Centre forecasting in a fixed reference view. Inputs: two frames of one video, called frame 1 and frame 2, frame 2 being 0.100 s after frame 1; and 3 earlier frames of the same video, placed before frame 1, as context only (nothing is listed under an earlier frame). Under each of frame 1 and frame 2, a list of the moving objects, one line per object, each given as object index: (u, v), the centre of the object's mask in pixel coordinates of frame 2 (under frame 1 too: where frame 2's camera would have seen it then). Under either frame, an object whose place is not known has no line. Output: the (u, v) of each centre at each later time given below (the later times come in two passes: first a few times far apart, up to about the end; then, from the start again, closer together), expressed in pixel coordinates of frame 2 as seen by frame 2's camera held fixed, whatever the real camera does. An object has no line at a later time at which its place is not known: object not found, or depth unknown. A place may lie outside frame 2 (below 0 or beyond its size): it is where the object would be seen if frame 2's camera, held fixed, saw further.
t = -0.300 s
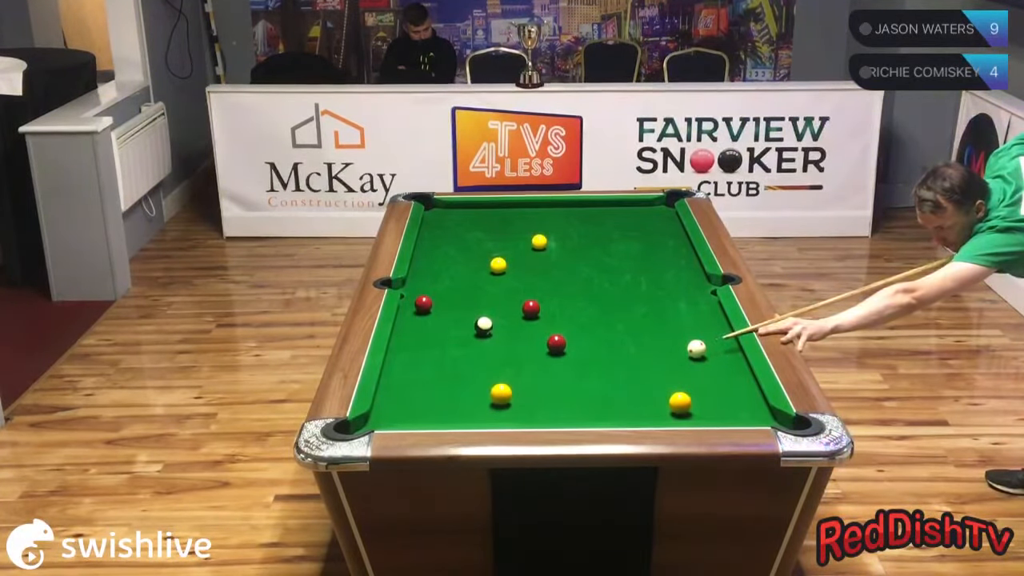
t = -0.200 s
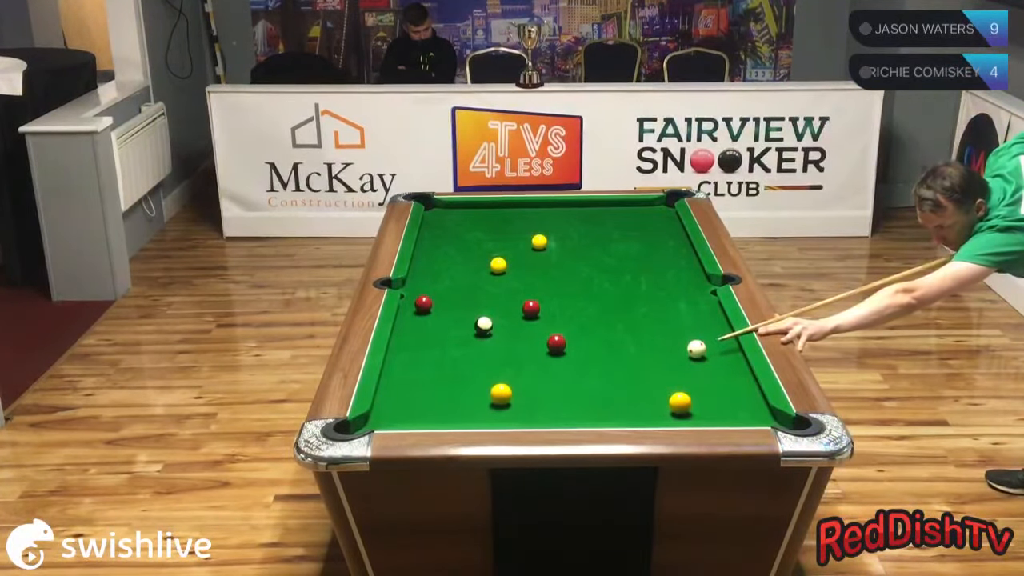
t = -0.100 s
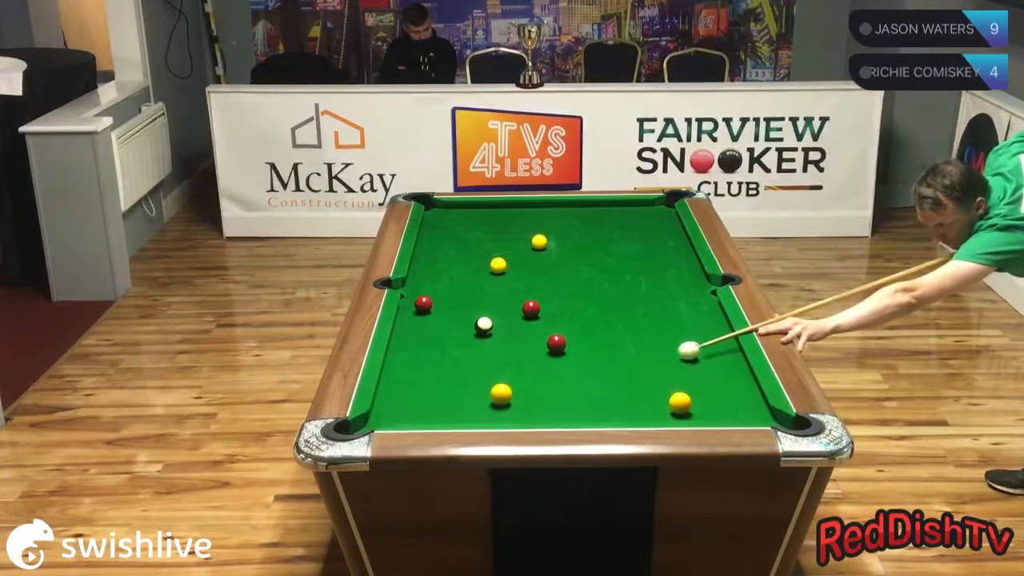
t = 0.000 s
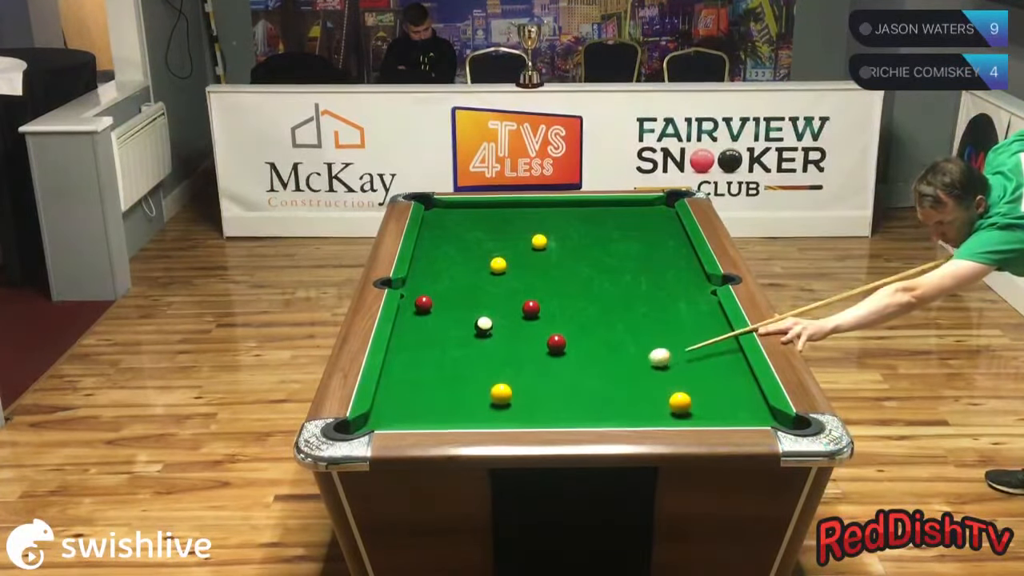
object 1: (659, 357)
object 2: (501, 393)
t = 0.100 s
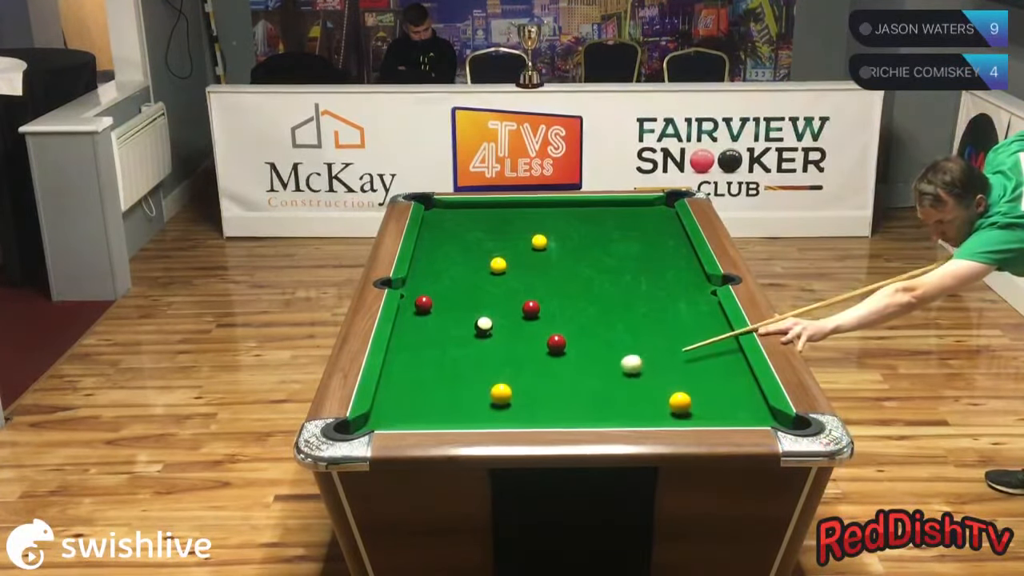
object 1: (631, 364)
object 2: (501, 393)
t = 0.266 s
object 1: (584, 376)
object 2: (501, 394)
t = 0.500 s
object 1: (520, 391)
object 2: (496, 394)
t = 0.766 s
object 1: (511, 394)
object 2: (446, 406)
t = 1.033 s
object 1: (502, 397)
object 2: (399, 414)
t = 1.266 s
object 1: (496, 399)
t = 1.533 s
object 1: (491, 400)
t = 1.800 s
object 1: (489, 401)
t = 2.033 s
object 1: (488, 401)
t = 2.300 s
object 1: (488, 401)
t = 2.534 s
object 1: (488, 401)
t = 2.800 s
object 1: (488, 401)
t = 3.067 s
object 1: (488, 401)
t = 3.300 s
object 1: (488, 401)
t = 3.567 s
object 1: (488, 401)
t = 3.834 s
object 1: (488, 401)
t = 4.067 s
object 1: (488, 401)
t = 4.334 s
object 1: (488, 401)
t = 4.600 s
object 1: (488, 401)
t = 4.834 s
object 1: (488, 401)
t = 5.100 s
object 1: (488, 402)
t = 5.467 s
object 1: (490, 400)
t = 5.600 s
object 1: (488, 401)
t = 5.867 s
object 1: (488, 401)
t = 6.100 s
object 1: (488, 401)
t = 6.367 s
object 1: (488, 401)
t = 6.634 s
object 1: (488, 401)
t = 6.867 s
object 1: (488, 401)
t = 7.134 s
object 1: (488, 401)
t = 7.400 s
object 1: (488, 401)
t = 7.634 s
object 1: (488, 401)
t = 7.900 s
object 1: (488, 401)
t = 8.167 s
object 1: (488, 401)
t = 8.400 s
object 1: (488, 401)
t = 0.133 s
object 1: (622, 367)
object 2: (501, 393)
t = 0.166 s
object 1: (613, 369)
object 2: (501, 393)
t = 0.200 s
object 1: (603, 371)
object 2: (501, 393)
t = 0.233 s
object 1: (593, 373)
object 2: (501, 393)
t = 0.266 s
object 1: (584, 376)
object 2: (501, 394)
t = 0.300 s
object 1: (574, 378)
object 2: (501, 393)
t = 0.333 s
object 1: (564, 380)
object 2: (501, 393)
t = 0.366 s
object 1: (554, 383)
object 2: (501, 393)
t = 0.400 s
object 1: (544, 385)
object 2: (501, 393)
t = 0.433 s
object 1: (534, 387)
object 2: (501, 393)
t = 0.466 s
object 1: (524, 390)
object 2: (501, 394)
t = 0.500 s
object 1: (520, 391)
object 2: (496, 394)
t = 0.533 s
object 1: (520, 391)
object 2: (489, 396)
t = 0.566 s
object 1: (519, 392)
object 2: (481, 398)
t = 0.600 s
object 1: (517, 392)
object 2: (475, 399)
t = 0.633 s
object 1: (516, 393)
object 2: (469, 400)
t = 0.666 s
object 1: (515, 393)
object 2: (463, 401)
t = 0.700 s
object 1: (513, 393)
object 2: (457, 403)
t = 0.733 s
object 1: (512, 394)
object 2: (452, 404)
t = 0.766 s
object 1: (511, 394)
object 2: (446, 406)
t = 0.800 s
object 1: (509, 395)
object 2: (440, 407)
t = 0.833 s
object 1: (508, 395)
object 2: (434, 408)
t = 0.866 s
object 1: (507, 395)
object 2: (428, 409)
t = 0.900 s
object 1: (506, 396)
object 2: (422, 411)
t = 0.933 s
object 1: (505, 396)
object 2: (416, 412)
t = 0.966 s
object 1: (504, 396)
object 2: (410, 413)
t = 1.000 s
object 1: (503, 397)
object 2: (405, 413)
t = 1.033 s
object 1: (502, 397)
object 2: (399, 414)
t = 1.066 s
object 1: (501, 397)
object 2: (393, 415)
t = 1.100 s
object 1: (501, 397)
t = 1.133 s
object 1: (499, 398)
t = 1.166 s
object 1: (499, 398)
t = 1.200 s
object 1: (498, 398)
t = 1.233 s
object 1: (497, 399)
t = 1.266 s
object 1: (496, 399)
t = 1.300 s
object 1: (496, 399)
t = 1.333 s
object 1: (495, 399)
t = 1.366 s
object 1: (494, 399)
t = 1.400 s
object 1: (494, 400)
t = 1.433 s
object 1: (493, 400)
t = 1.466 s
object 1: (493, 400)
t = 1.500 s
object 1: (492, 400)
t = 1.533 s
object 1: (491, 400)
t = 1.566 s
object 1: (491, 400)
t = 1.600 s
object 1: (491, 400)
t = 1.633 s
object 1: (490, 401)
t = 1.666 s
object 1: (490, 401)
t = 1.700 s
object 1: (489, 401)
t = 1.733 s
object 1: (489, 401)
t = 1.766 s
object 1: (489, 401)
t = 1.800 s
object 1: (489, 401)
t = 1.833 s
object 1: (488, 401)
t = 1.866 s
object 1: (488, 401)
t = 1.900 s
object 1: (488, 401)
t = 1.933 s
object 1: (488, 401)
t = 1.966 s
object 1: (488, 401)
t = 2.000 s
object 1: (488, 401)
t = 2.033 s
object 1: (488, 401)
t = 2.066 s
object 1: (488, 401)
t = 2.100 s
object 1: (488, 401)
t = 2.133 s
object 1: (488, 401)
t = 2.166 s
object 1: (488, 401)
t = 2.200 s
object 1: (488, 401)
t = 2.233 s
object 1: (488, 401)
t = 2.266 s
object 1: (488, 401)
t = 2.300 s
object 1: (488, 401)
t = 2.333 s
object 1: (488, 401)
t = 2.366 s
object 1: (488, 401)
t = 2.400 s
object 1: (488, 401)
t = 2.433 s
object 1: (488, 401)
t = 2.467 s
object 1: (488, 401)
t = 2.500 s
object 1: (488, 401)
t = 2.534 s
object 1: (488, 401)
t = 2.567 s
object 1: (488, 401)
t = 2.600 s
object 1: (488, 401)
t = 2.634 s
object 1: (488, 401)
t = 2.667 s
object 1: (488, 401)
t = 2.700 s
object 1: (488, 401)
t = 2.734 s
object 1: (488, 401)
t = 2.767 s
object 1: (488, 401)
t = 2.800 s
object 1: (488, 401)
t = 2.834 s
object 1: (488, 401)
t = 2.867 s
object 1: (488, 401)
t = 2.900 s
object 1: (488, 401)
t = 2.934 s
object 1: (488, 401)
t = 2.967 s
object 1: (488, 401)
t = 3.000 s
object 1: (488, 401)
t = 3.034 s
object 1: (488, 401)
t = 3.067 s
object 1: (488, 401)
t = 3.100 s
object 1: (488, 401)
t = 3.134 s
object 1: (488, 401)
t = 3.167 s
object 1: (488, 401)
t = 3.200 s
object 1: (488, 401)
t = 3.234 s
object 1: (488, 401)
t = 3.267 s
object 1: (488, 401)
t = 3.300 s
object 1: (488, 401)
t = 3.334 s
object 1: (488, 401)
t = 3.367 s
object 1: (488, 401)
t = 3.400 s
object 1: (488, 401)
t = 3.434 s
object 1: (488, 401)
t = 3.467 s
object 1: (488, 401)
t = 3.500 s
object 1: (488, 401)
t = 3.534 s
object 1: (488, 401)
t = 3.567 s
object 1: (488, 401)
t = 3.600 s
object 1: (488, 401)
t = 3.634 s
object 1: (488, 401)
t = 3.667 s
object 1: (488, 401)
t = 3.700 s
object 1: (488, 401)
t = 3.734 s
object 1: (488, 401)
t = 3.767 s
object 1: (488, 401)
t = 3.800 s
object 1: (488, 401)
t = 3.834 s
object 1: (488, 401)
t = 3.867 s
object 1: (488, 401)
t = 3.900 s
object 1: (488, 401)
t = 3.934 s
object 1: (488, 401)
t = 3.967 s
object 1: (488, 401)
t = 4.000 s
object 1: (488, 401)
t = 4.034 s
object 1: (488, 401)
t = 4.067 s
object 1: (488, 401)
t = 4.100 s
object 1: (488, 401)
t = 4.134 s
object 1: (488, 401)
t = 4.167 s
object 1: (488, 401)
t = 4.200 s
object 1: (488, 401)
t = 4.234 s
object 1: (488, 401)
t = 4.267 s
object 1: (488, 401)
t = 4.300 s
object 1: (488, 401)
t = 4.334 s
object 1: (488, 401)
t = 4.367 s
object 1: (488, 401)
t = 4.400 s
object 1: (488, 401)
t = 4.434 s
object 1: (488, 401)
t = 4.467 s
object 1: (488, 401)
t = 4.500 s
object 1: (488, 401)
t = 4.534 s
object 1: (488, 401)
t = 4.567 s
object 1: (488, 401)
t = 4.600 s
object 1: (488, 401)
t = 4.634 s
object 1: (488, 401)
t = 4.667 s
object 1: (488, 401)
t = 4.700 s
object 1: (488, 401)
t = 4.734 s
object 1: (488, 401)
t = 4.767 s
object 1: (488, 401)
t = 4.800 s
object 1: (488, 401)
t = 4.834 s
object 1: (488, 401)
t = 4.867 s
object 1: (488, 401)
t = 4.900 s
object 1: (488, 401)
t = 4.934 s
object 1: (488, 401)
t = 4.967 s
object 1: (488, 401)
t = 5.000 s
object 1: (488, 401)
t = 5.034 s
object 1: (488, 401)
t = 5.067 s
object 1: (488, 401)
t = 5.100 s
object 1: (488, 402)
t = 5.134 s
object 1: (485, 397)
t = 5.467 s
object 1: (490, 400)
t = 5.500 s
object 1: (488, 401)
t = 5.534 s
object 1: (488, 401)
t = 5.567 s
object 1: (488, 401)
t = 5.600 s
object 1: (488, 401)
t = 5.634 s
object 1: (488, 401)
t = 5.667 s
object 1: (488, 401)
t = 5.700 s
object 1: (488, 401)
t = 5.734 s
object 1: (488, 401)
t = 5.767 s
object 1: (488, 401)
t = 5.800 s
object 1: (488, 401)
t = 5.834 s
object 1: (488, 401)
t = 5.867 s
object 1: (488, 401)
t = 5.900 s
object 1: (488, 401)
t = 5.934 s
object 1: (488, 401)
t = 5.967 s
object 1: (488, 401)
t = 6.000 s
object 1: (488, 401)
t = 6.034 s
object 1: (488, 401)
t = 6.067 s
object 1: (488, 401)
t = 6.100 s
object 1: (488, 401)
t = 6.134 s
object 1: (488, 401)
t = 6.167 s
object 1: (488, 401)
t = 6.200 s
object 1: (488, 401)
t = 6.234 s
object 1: (488, 401)
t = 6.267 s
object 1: (488, 401)
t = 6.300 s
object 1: (488, 401)
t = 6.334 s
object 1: (488, 401)
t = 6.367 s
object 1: (488, 401)
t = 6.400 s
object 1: (488, 401)
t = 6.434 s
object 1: (488, 402)
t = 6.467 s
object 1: (488, 402)
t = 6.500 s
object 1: (488, 401)
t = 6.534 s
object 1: (488, 401)
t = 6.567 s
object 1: (488, 401)
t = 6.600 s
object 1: (488, 401)
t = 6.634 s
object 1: (488, 401)
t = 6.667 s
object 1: (488, 402)
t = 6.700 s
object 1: (488, 402)
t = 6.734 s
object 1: (488, 401)
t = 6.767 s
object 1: (488, 401)
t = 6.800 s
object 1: (488, 401)
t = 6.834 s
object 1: (488, 401)
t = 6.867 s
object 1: (488, 401)
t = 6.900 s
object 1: (488, 402)
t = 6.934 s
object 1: (488, 402)
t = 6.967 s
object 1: (488, 401)
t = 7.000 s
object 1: (488, 401)
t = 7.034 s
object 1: (488, 401)
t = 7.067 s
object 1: (488, 401)
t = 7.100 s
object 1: (488, 401)
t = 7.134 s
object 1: (488, 401)
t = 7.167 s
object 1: (488, 401)
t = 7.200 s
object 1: (488, 401)
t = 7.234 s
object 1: (488, 401)
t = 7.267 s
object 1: (488, 401)
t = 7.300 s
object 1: (488, 401)
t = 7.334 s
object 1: (488, 401)
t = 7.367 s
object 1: (488, 401)
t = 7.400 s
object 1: (488, 401)
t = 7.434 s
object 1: (488, 401)
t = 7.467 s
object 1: (488, 401)
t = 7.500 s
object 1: (488, 401)
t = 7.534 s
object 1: (488, 401)
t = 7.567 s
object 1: (488, 401)
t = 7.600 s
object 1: (488, 401)
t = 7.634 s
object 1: (488, 401)
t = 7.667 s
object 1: (488, 401)
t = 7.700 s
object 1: (488, 401)
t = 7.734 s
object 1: (488, 401)
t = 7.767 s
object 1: (488, 401)
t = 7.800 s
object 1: (488, 401)
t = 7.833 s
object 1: (488, 401)
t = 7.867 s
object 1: (488, 401)
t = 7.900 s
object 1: (488, 401)
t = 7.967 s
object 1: (488, 401)
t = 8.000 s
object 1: (488, 401)
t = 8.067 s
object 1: (488, 401)
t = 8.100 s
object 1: (488, 401)
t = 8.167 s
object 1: (488, 401)
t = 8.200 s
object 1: (488, 401)
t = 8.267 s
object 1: (488, 401)
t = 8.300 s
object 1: (489, 402)
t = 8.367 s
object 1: (489, 402)
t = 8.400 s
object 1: (488, 401)
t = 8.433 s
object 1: (488, 401)
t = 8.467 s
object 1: (488, 401)
